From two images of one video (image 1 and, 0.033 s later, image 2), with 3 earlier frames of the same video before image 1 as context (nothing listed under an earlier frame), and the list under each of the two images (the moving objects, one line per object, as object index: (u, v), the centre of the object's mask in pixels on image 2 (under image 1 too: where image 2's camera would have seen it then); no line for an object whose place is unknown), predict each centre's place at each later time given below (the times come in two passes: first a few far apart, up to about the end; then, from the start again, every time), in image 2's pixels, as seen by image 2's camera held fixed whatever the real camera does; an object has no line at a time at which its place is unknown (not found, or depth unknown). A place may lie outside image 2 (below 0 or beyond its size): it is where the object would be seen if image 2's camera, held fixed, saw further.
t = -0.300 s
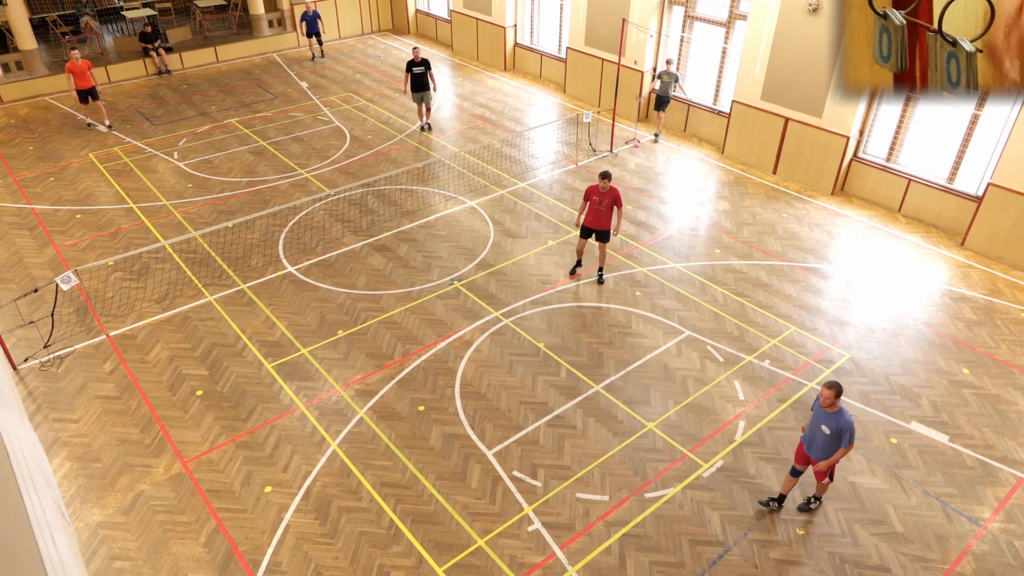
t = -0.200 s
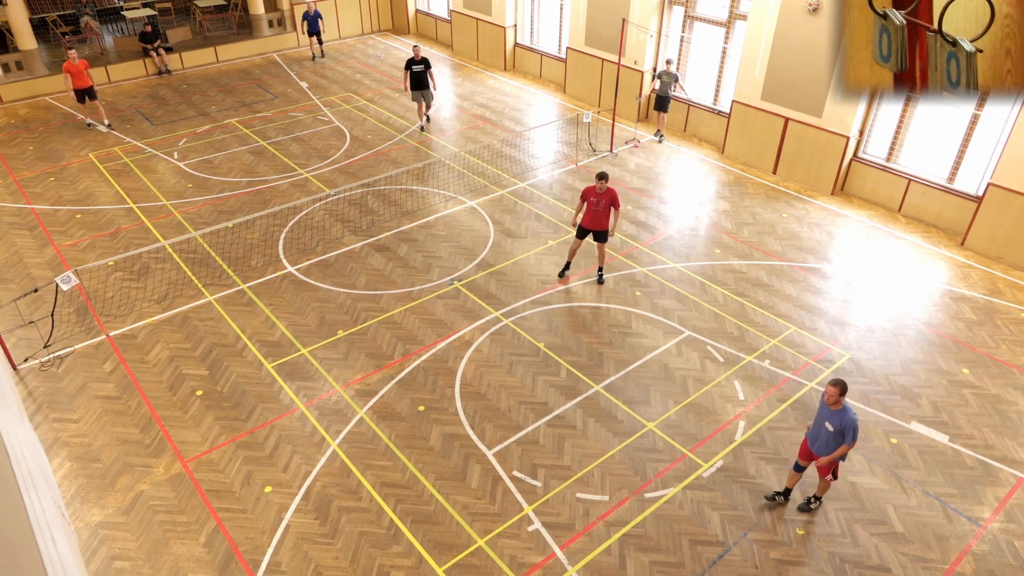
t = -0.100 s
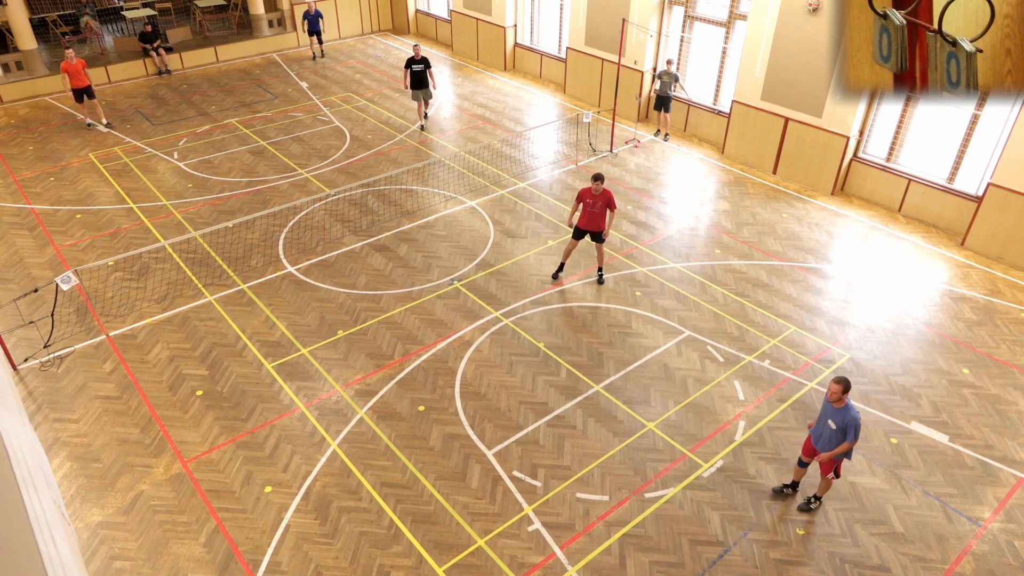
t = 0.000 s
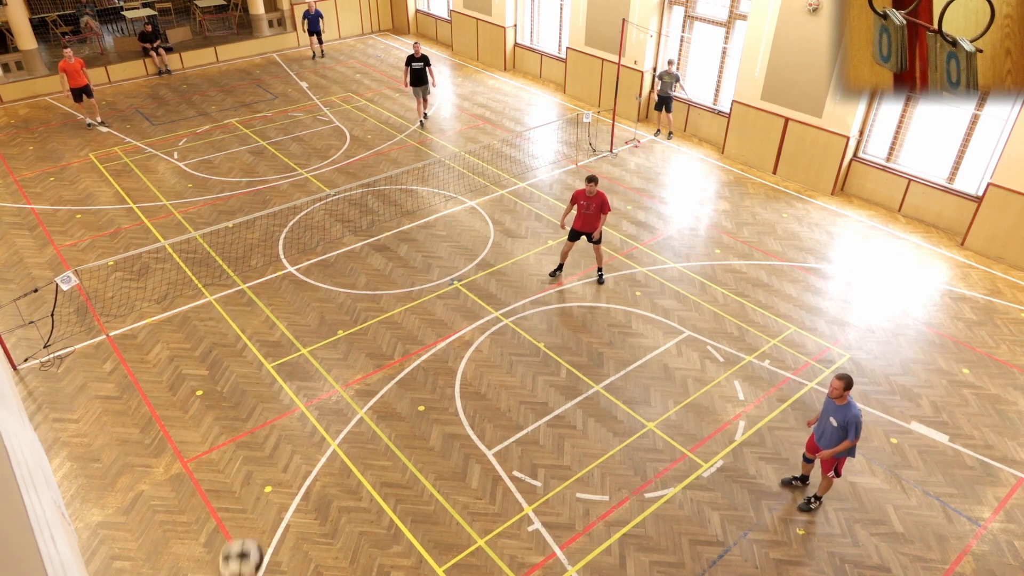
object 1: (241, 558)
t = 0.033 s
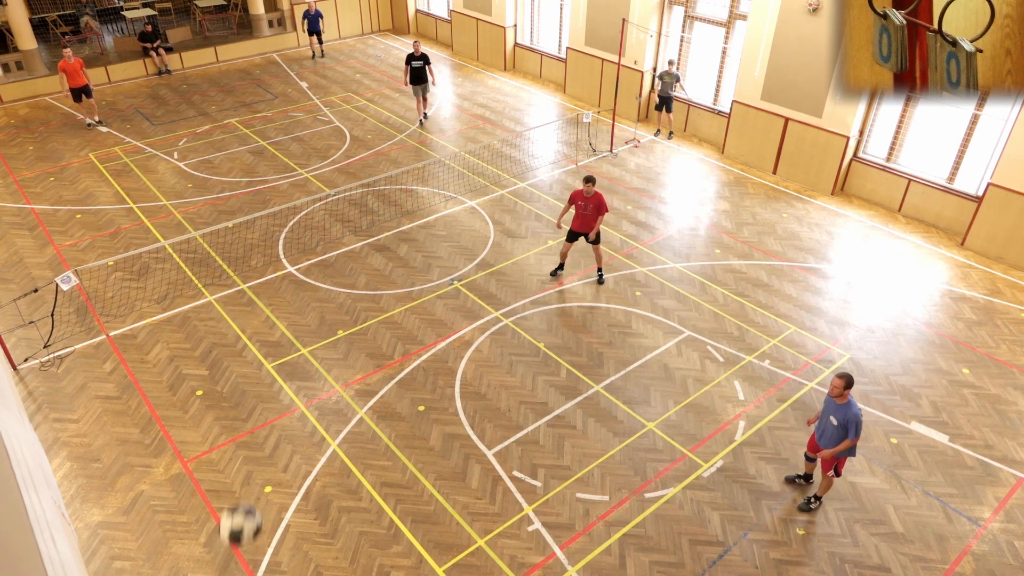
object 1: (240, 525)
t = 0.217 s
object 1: (241, 362)
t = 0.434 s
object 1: (258, 254)
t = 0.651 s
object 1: (283, 223)
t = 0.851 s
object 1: (306, 241)
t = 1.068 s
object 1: (331, 293)
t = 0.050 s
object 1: (240, 507)
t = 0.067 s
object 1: (240, 491)
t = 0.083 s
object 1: (240, 475)
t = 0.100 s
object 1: (239, 460)
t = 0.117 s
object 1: (239, 444)
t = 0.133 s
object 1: (239, 429)
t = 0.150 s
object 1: (239, 415)
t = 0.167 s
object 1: (240, 401)
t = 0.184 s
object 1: (240, 387)
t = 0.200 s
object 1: (240, 375)
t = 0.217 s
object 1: (241, 362)
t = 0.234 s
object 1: (242, 351)
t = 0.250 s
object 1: (243, 340)
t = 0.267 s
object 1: (245, 329)
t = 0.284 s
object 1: (245, 319)
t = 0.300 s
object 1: (247, 311)
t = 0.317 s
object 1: (248, 302)
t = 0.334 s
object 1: (249, 292)
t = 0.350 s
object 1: (251, 285)
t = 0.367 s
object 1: (252, 278)
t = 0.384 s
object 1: (254, 271)
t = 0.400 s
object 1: (255, 265)
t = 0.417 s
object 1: (257, 259)
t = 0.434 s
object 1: (258, 254)
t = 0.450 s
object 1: (260, 249)
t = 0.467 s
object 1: (262, 244)
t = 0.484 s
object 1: (263, 240)
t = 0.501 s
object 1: (265, 236)
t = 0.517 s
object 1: (266, 233)
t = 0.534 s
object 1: (268, 231)
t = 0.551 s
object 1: (270, 228)
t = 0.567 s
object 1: (272, 227)
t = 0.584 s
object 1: (274, 225)
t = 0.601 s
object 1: (276, 224)
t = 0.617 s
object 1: (278, 223)
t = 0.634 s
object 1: (280, 222)
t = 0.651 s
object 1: (283, 223)
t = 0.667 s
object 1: (285, 222)
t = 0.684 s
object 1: (287, 223)
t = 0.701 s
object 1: (288, 223)
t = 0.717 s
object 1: (290, 225)
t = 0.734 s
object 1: (292, 227)
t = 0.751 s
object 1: (295, 228)
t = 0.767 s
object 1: (297, 230)
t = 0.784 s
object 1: (298, 231)
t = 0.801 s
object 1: (301, 233)
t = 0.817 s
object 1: (302, 236)
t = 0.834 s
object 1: (304, 239)
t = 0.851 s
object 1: (306, 241)
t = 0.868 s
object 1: (308, 244)
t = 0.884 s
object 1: (310, 248)
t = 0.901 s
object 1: (312, 251)
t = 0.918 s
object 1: (314, 254)
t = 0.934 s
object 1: (316, 259)
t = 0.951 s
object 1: (318, 263)
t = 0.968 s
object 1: (320, 267)
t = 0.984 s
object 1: (322, 271)
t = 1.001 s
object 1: (324, 275)
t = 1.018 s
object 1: (326, 279)
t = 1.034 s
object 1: (327, 284)
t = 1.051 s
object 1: (330, 288)
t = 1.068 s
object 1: (331, 293)
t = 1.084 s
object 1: (333, 299)
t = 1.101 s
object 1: (335, 303)
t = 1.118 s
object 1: (337, 307)
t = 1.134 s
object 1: (339, 312)
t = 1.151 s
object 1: (340, 318)
